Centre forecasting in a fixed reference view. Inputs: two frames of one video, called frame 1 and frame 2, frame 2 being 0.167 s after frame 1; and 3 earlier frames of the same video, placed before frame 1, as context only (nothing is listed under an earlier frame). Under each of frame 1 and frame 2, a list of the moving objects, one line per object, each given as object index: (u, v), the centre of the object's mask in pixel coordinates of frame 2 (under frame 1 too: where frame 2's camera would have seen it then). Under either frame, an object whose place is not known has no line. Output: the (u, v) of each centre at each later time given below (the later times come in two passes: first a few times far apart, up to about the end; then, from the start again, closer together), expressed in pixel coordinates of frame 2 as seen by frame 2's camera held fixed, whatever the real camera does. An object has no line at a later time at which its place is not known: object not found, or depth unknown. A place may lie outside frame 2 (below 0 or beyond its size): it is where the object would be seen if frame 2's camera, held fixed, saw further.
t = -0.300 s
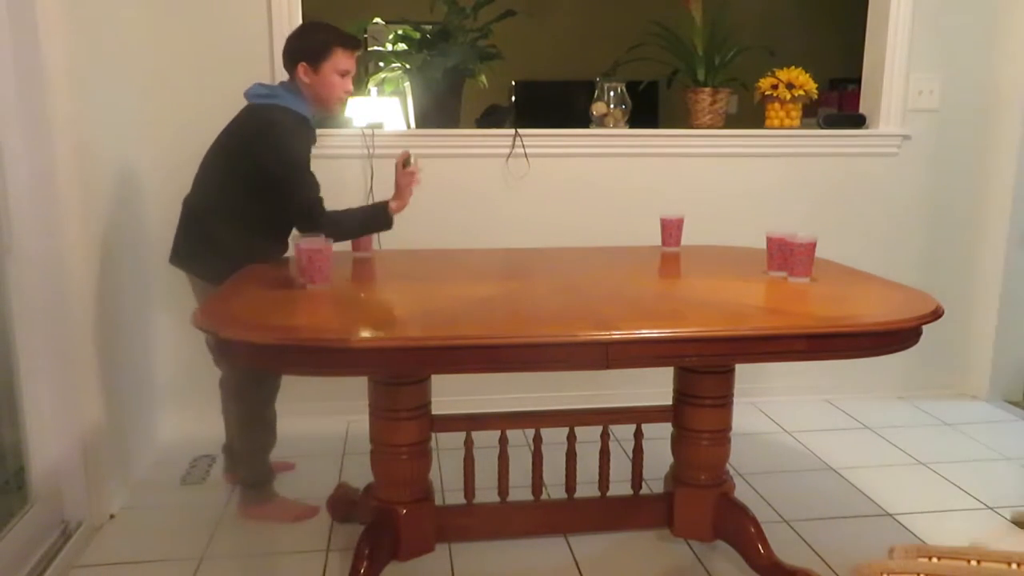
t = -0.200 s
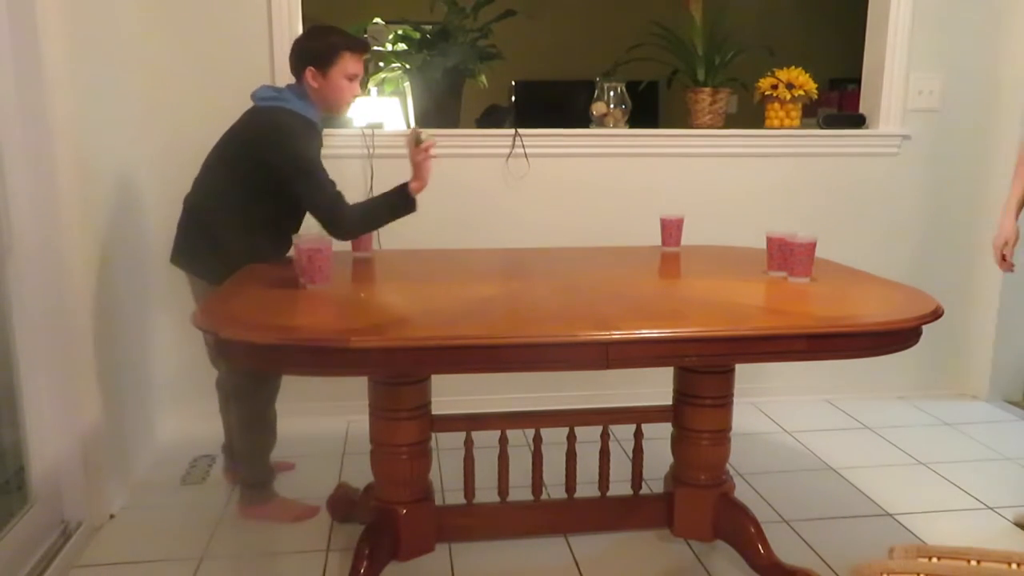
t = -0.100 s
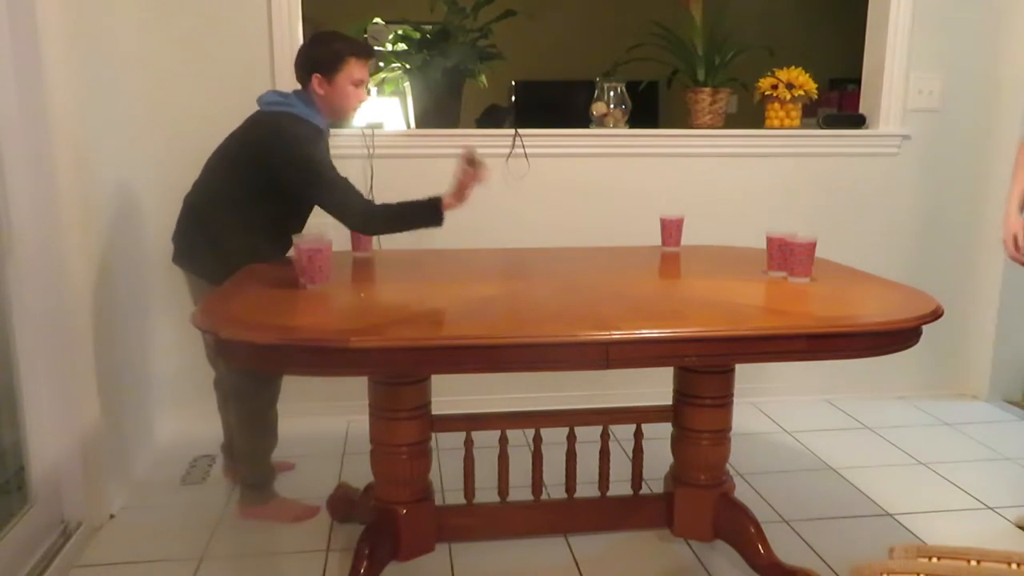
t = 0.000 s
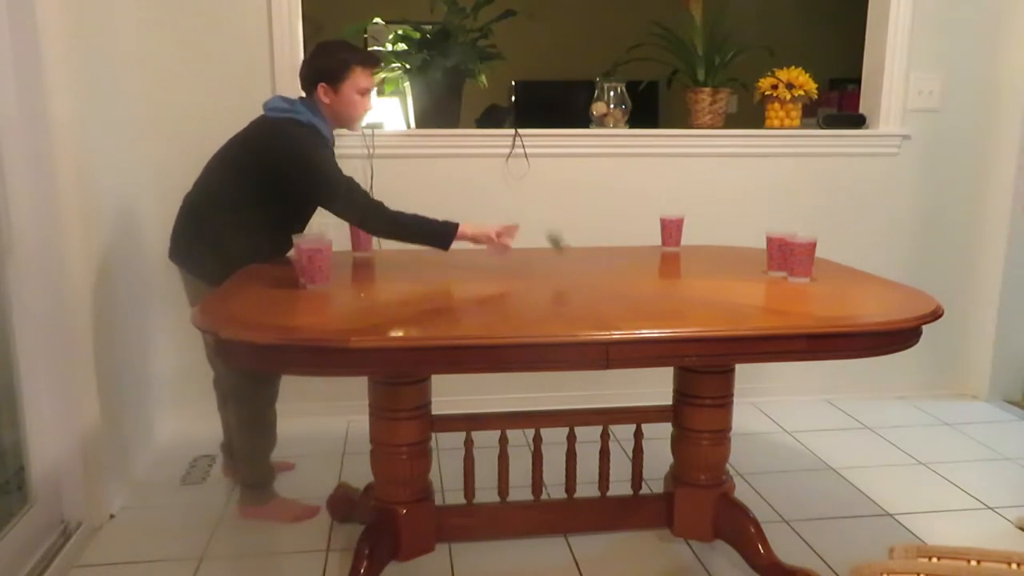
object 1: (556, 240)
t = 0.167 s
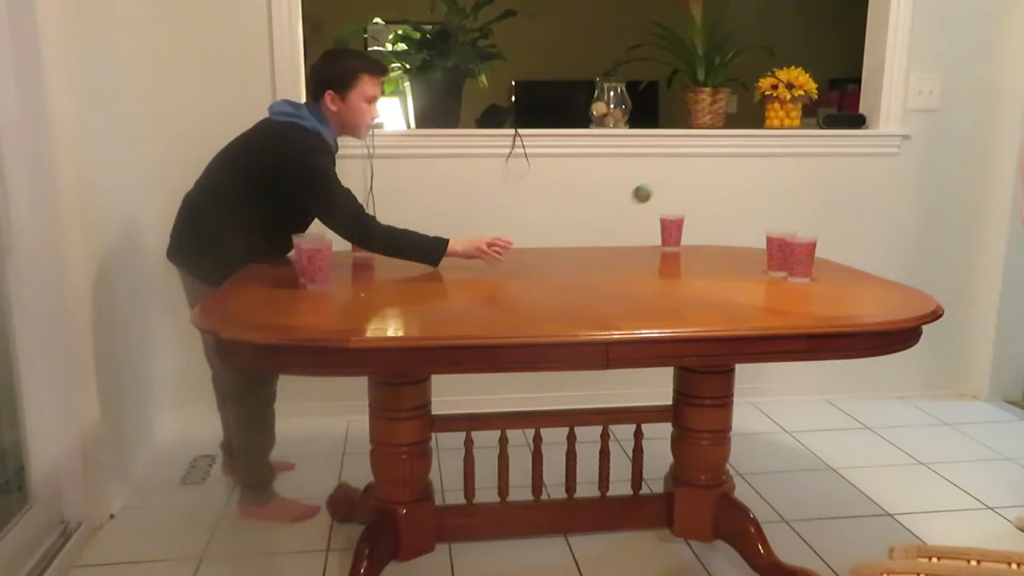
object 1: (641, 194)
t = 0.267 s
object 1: (686, 188)
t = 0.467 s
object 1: (772, 255)
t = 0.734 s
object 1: (729, 255)
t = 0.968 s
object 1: (731, 256)
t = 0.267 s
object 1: (686, 188)
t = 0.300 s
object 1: (700, 195)
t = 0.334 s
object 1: (715, 208)
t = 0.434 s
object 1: (756, 265)
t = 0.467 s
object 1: (772, 255)
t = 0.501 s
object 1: (770, 245)
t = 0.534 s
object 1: (764, 239)
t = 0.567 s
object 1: (756, 237)
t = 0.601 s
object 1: (750, 240)
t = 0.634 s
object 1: (742, 247)
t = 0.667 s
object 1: (734, 257)
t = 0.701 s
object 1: (729, 265)
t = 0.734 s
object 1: (729, 255)
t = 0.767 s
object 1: (731, 251)
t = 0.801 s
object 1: (732, 250)
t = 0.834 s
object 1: (732, 253)
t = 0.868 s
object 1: (732, 260)
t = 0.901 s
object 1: (732, 262)
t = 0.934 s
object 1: (731, 258)
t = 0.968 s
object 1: (731, 256)
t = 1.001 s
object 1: (731, 258)
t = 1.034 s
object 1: (730, 264)
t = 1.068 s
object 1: (729, 260)
